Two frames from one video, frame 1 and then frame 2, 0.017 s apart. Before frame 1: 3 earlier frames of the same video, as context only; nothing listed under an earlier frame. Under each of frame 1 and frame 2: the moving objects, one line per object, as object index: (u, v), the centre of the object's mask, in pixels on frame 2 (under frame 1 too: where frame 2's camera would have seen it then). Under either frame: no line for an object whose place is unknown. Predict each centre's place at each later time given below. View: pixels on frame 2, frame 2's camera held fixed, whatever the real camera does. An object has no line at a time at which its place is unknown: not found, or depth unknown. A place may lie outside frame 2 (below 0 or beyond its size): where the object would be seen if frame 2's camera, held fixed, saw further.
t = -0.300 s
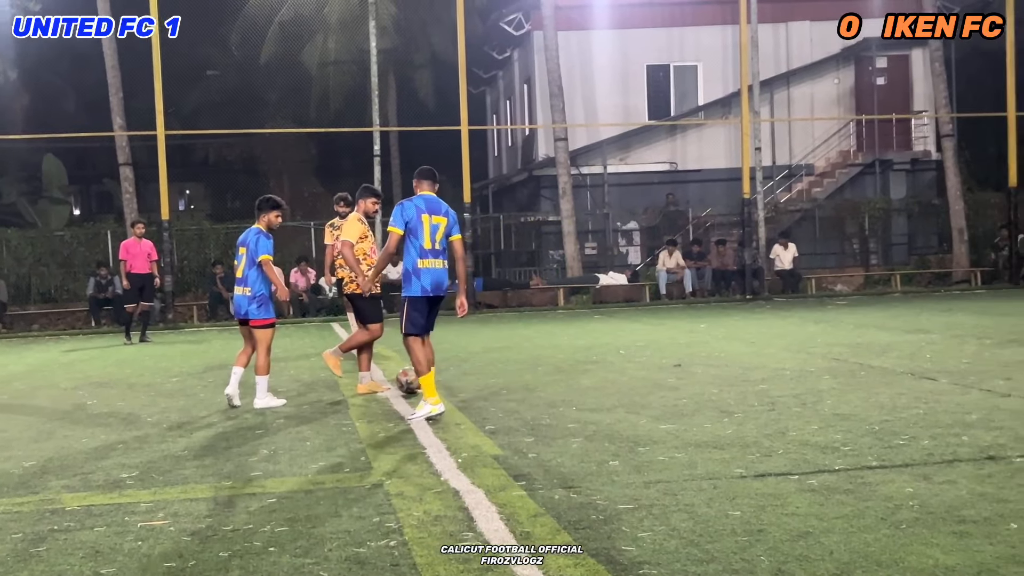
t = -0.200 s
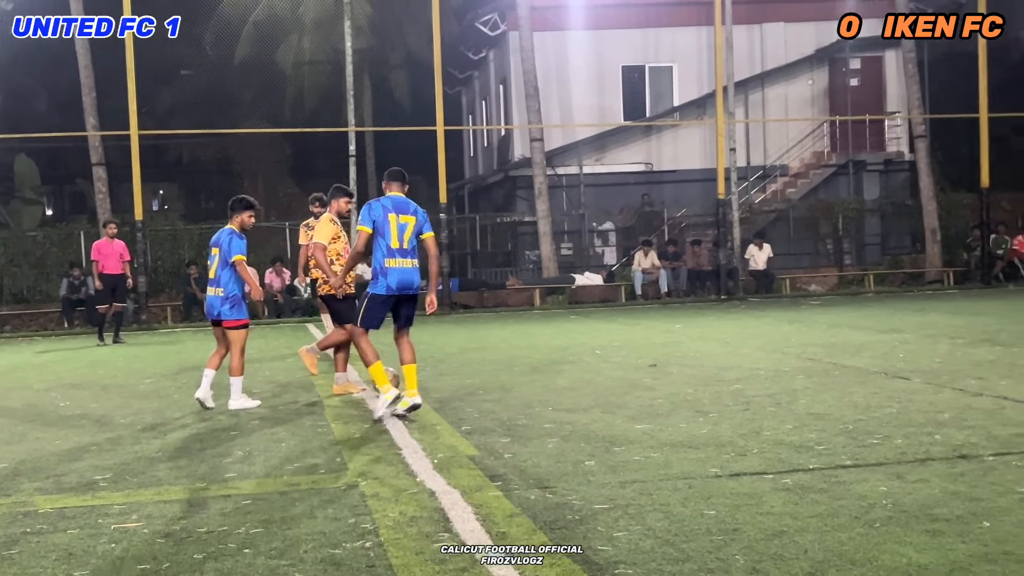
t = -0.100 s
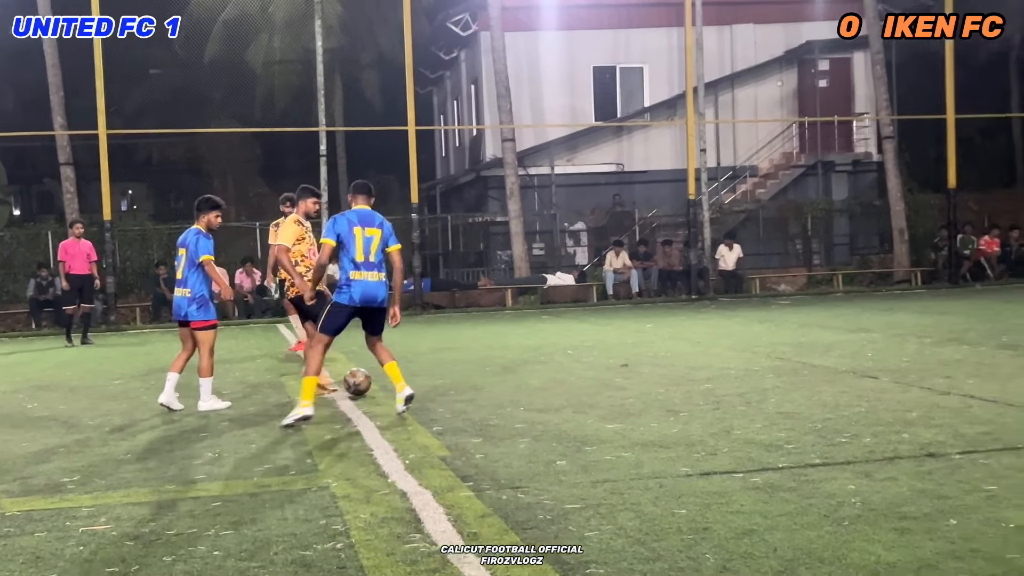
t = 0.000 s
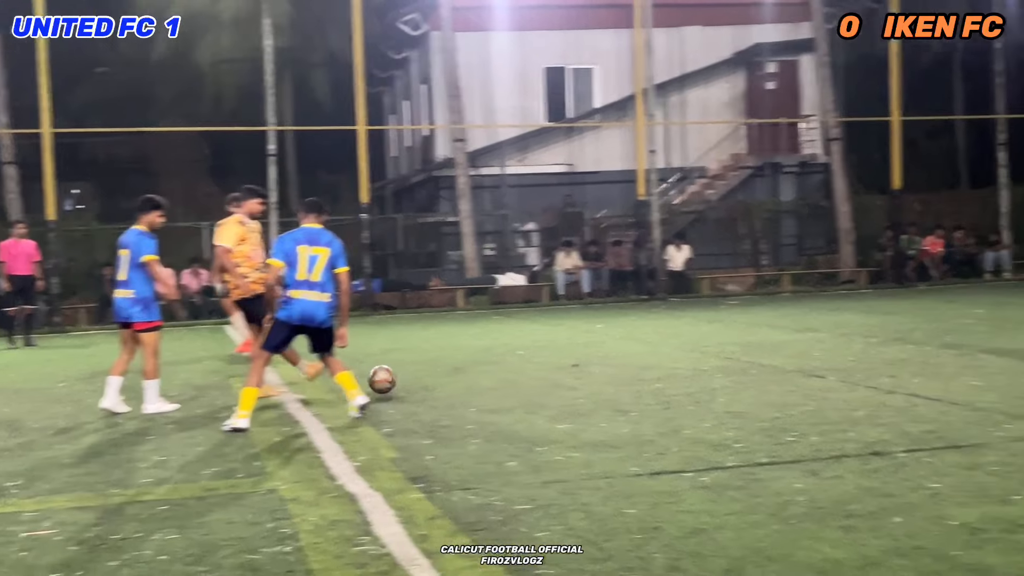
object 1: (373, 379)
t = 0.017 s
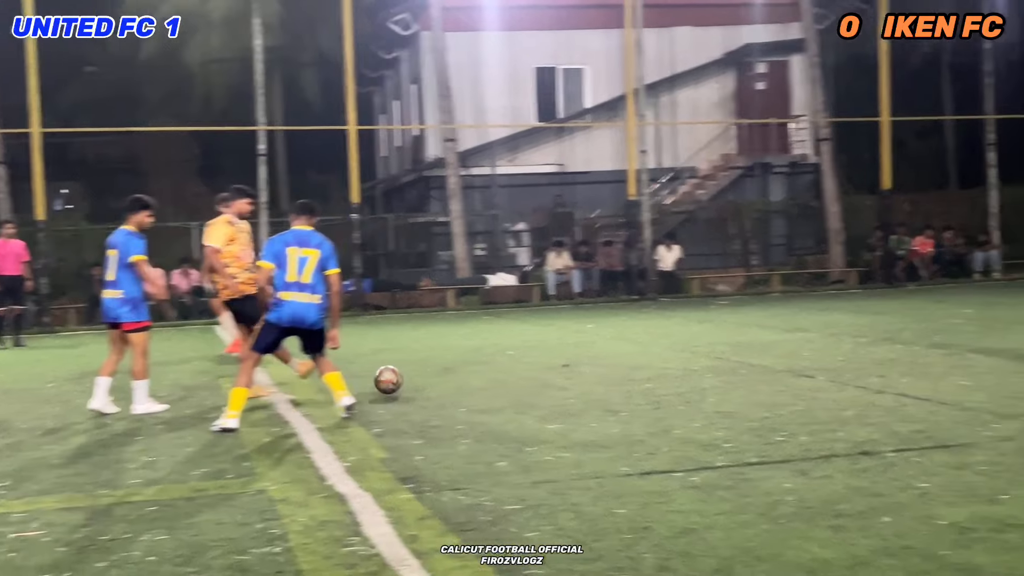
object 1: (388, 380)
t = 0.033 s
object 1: (404, 380)
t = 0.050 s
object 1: (420, 381)
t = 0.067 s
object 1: (435, 382)
